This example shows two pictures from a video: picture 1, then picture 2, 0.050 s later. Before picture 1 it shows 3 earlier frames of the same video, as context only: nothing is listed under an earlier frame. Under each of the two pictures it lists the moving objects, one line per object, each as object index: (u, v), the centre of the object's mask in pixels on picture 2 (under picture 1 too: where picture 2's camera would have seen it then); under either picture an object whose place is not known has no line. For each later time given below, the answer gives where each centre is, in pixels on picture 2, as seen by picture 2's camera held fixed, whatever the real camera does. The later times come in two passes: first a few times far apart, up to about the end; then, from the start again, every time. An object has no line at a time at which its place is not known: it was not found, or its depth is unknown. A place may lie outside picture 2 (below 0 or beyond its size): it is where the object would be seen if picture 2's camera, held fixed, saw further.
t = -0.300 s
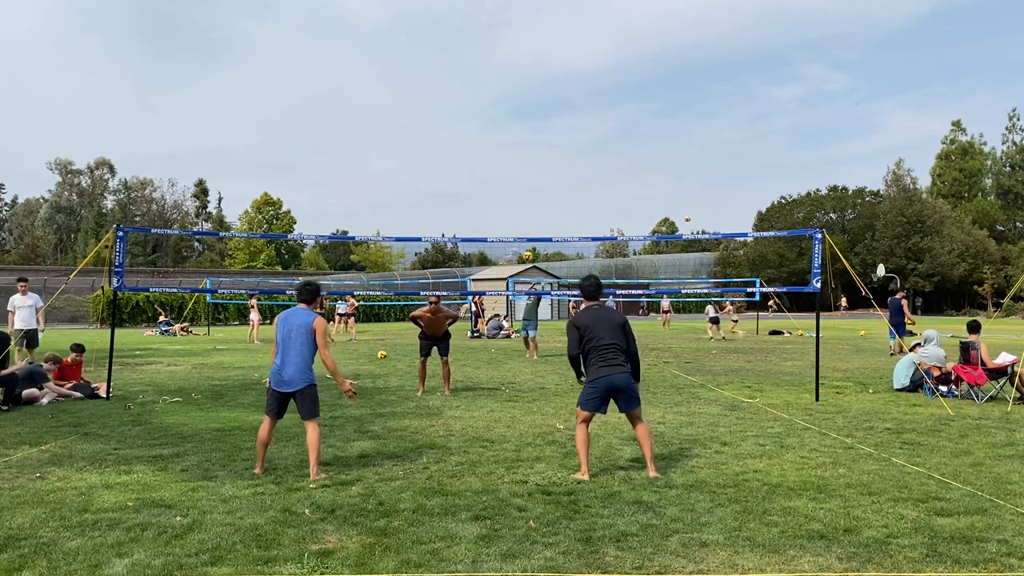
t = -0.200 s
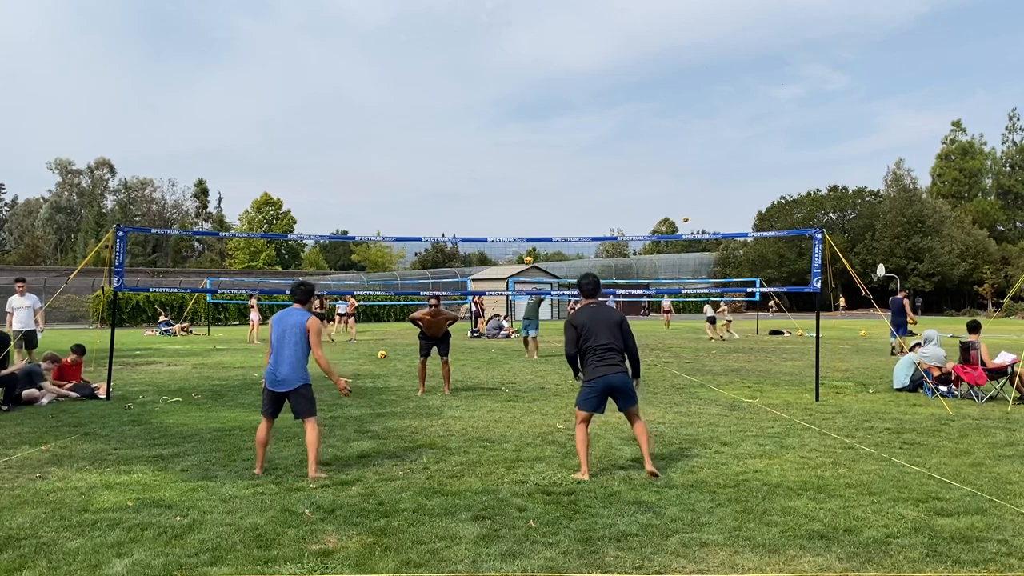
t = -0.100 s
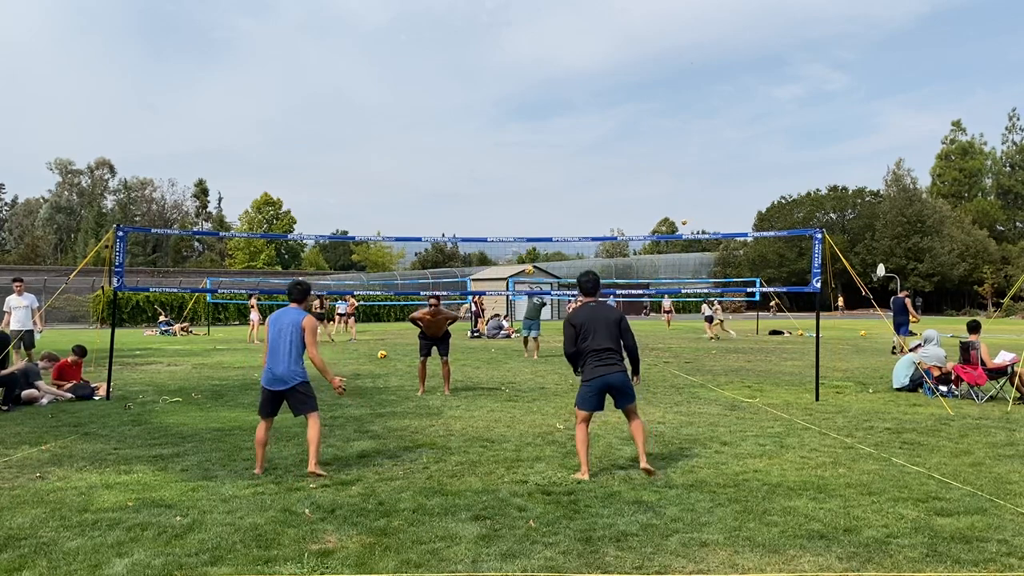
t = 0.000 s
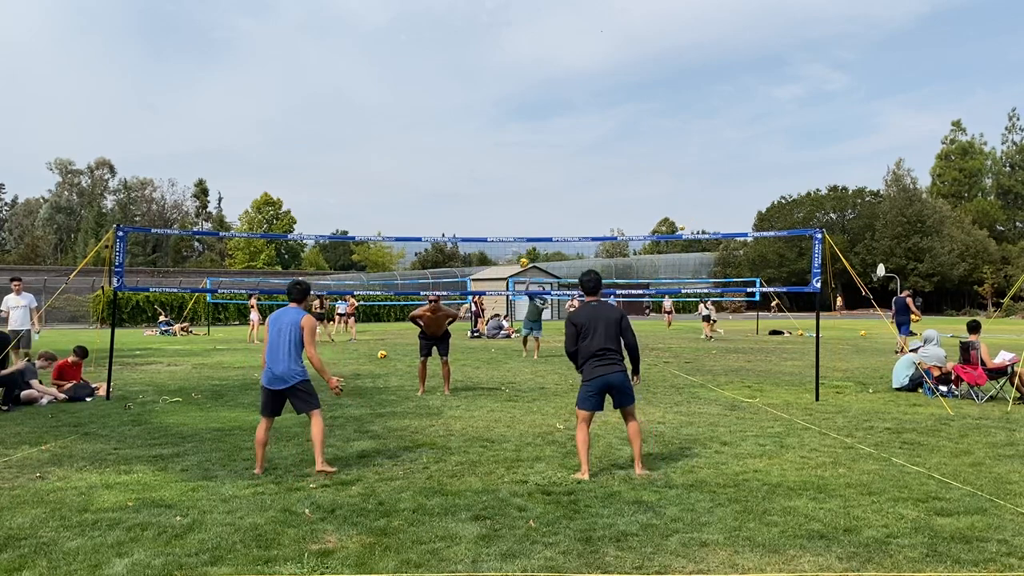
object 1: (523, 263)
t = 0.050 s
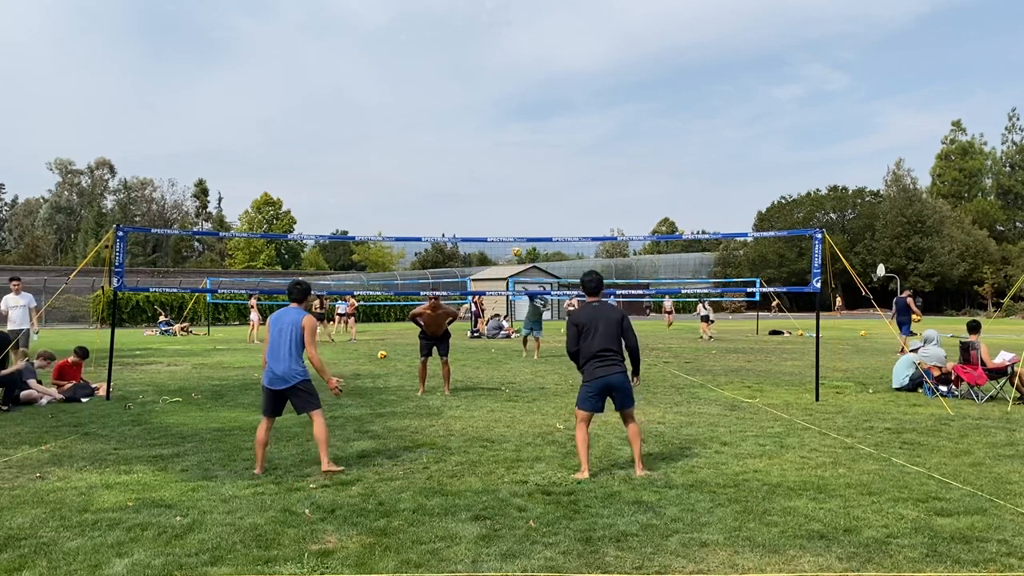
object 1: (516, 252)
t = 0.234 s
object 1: (490, 215)
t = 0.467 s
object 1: (443, 180)
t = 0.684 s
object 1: (378, 169)
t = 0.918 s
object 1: (271, 197)
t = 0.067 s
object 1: (515, 248)
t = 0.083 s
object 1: (512, 246)
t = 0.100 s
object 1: (511, 245)
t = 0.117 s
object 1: (508, 235)
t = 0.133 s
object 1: (506, 233)
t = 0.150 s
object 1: (503, 231)
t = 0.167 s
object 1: (501, 228)
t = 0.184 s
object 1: (498, 224)
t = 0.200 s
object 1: (496, 221)
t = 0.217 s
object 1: (493, 218)
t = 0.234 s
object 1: (490, 215)
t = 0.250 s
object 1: (487, 212)
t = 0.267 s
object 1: (485, 209)
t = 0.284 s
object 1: (482, 206)
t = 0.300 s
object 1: (479, 203)
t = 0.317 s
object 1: (475, 200)
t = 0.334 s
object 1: (472, 198)
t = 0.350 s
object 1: (469, 195)
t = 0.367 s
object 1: (465, 192)
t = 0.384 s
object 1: (462, 190)
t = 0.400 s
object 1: (458, 188)
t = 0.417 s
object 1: (454, 186)
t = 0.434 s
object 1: (450, 184)
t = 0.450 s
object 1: (446, 181)
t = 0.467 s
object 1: (443, 180)
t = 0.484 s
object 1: (438, 178)
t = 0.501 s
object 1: (434, 176)
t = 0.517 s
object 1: (430, 175)
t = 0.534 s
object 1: (425, 174)
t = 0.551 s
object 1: (420, 173)
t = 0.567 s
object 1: (416, 171)
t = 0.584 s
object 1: (411, 170)
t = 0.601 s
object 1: (406, 170)
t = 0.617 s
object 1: (400, 169)
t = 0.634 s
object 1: (395, 169)
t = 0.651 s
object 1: (389, 169)
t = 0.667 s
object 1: (384, 169)
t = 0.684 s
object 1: (378, 169)
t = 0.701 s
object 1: (372, 170)
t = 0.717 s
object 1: (366, 170)
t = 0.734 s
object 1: (359, 171)
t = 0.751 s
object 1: (352, 172)
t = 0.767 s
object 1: (346, 173)
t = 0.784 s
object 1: (338, 175)
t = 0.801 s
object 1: (331, 177)
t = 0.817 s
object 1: (323, 178)
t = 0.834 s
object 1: (316, 181)
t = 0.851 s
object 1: (308, 183)
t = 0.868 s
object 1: (299, 186)
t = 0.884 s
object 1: (290, 189)
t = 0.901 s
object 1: (281, 193)
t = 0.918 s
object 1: (271, 197)
